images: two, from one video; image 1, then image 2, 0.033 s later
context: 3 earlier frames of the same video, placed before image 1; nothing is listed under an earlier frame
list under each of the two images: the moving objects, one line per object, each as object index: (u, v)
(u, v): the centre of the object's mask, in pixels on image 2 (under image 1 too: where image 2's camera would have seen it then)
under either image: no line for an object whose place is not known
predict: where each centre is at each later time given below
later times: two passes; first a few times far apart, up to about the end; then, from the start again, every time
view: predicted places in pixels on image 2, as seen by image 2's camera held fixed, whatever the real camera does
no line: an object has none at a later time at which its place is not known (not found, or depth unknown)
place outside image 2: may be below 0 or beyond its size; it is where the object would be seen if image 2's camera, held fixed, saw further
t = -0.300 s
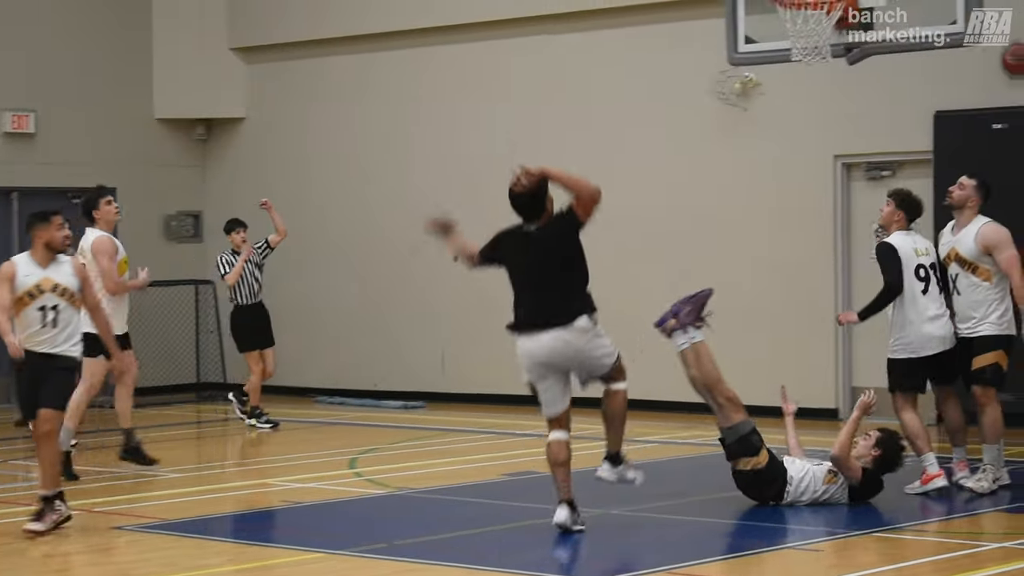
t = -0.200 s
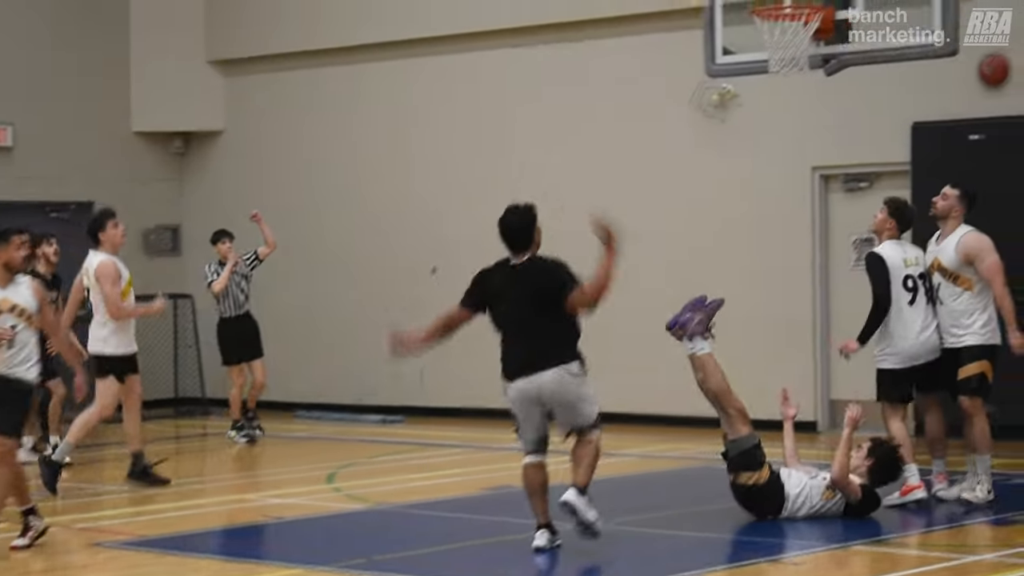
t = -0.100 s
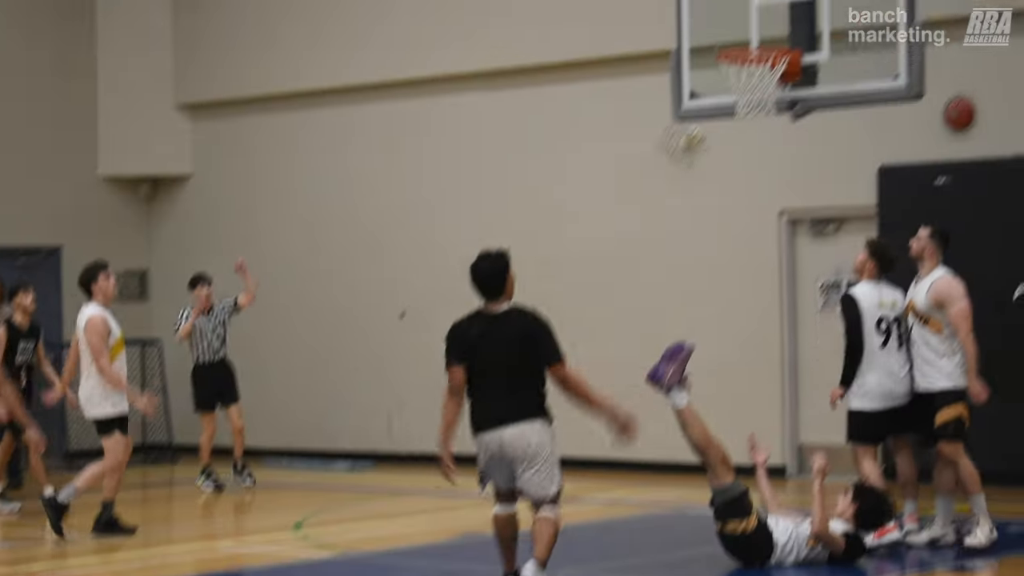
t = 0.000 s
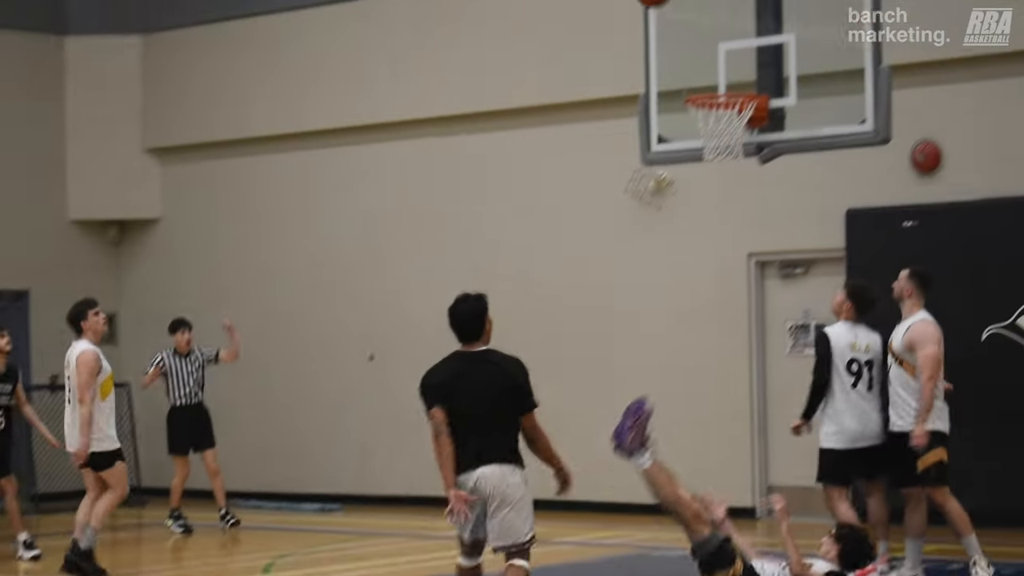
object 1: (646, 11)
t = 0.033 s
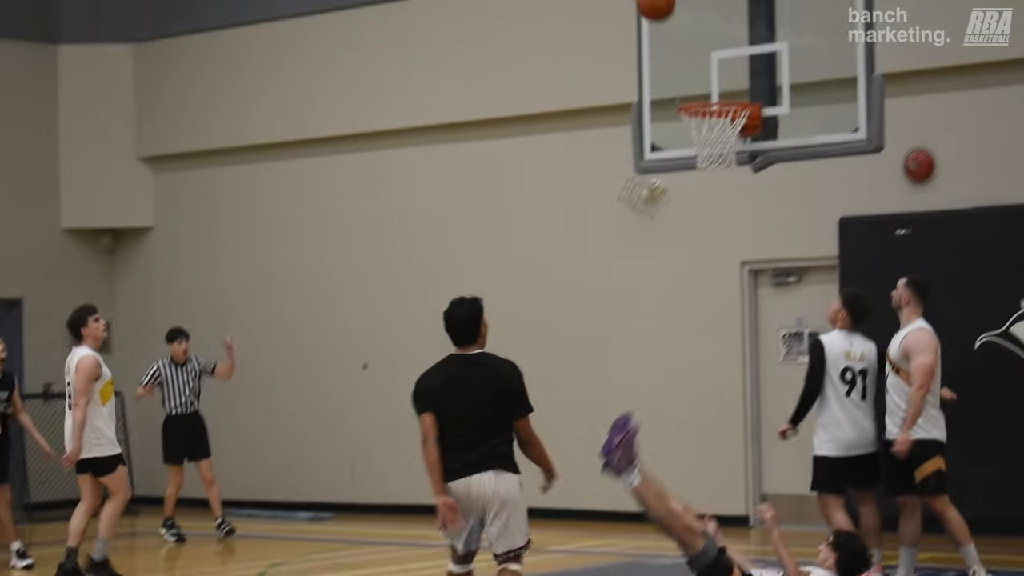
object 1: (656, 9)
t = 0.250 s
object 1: (718, 81)
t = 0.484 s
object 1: (691, 133)
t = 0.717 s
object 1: (706, 143)
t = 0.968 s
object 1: (730, 192)
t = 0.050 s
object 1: (661, 8)
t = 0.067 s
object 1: (666, 9)
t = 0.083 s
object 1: (671, 14)
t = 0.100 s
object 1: (675, 19)
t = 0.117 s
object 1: (680, 24)
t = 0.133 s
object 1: (685, 30)
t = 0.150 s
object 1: (690, 36)
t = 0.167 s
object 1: (694, 43)
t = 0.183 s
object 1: (699, 50)
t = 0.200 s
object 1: (704, 57)
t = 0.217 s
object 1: (709, 65)
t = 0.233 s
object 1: (713, 73)
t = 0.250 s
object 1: (718, 81)
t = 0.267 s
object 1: (723, 88)
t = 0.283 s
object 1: (728, 93)
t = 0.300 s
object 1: (731, 97)
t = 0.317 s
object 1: (730, 98)
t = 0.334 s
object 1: (718, 122)
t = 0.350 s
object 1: (714, 127)
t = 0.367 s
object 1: (706, 135)
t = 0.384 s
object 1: (700, 139)
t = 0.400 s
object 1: (696, 141)
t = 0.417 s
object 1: (693, 140)
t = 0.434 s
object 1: (691, 139)
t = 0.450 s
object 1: (690, 137)
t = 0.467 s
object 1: (689, 134)
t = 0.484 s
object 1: (691, 133)
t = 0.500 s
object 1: (695, 131)
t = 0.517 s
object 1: (692, 129)
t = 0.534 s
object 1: (692, 127)
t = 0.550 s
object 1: (692, 122)
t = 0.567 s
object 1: (694, 126)
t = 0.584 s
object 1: (695, 127)
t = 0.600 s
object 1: (697, 127)
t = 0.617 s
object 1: (697, 127)
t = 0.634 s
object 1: (700, 130)
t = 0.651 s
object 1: (703, 130)
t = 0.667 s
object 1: (701, 135)
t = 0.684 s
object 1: (705, 137)
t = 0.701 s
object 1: (704, 139)
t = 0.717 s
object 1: (706, 143)
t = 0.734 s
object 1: (710, 145)
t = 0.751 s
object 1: (712, 148)
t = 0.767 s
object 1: (713, 151)
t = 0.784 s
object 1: (715, 154)
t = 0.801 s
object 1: (718, 156)
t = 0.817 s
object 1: (719, 158)
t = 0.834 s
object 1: (720, 162)
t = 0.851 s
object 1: (723, 165)
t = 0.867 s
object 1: (724, 177)
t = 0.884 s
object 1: (725, 174)
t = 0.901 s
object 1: (726, 180)
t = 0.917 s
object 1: (727, 182)
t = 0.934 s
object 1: (728, 184)
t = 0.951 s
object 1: (729, 187)
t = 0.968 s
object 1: (730, 192)
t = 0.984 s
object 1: (731, 198)
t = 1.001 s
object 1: (732, 203)
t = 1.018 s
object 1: (733, 209)
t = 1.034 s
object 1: (734, 216)
